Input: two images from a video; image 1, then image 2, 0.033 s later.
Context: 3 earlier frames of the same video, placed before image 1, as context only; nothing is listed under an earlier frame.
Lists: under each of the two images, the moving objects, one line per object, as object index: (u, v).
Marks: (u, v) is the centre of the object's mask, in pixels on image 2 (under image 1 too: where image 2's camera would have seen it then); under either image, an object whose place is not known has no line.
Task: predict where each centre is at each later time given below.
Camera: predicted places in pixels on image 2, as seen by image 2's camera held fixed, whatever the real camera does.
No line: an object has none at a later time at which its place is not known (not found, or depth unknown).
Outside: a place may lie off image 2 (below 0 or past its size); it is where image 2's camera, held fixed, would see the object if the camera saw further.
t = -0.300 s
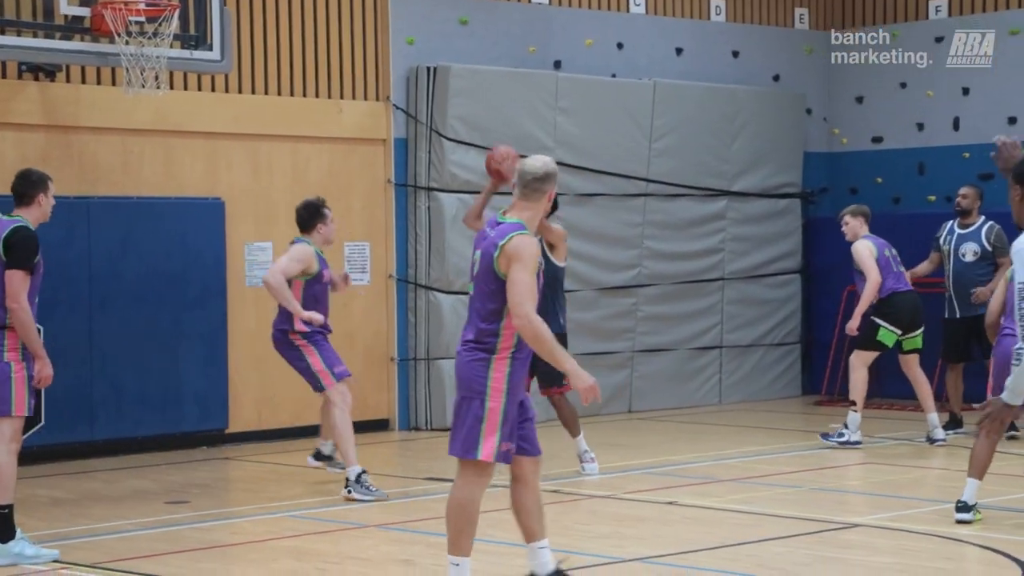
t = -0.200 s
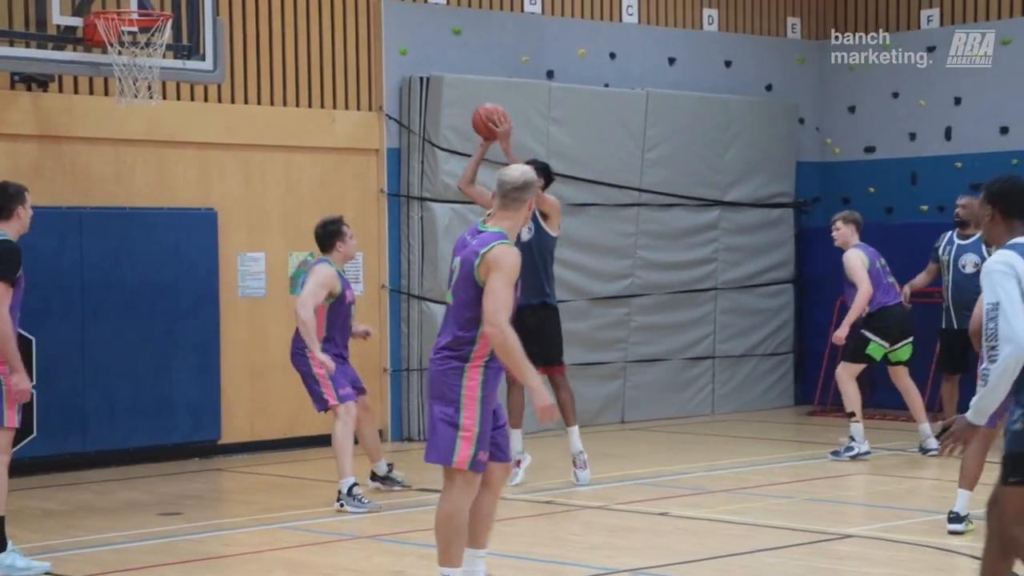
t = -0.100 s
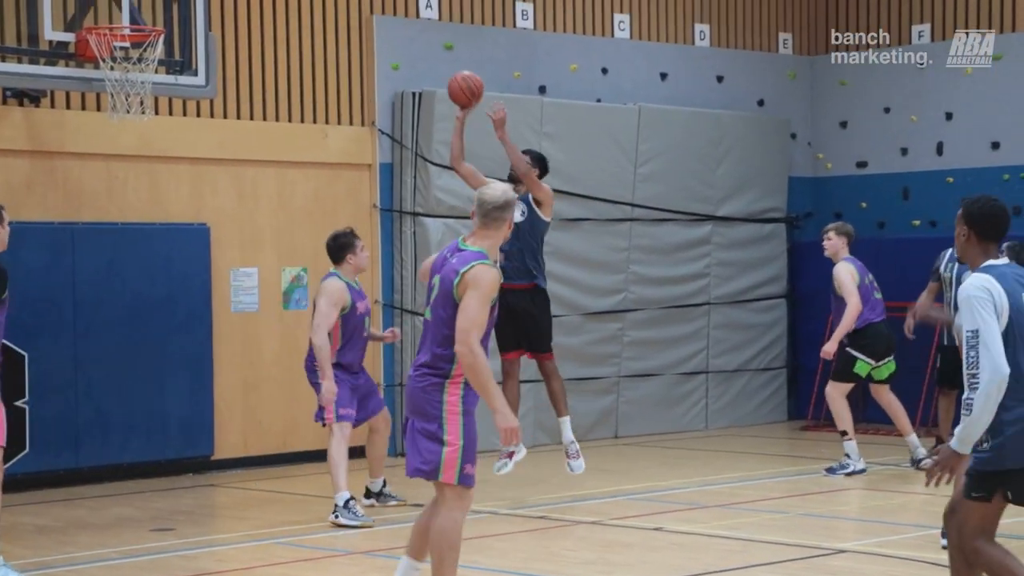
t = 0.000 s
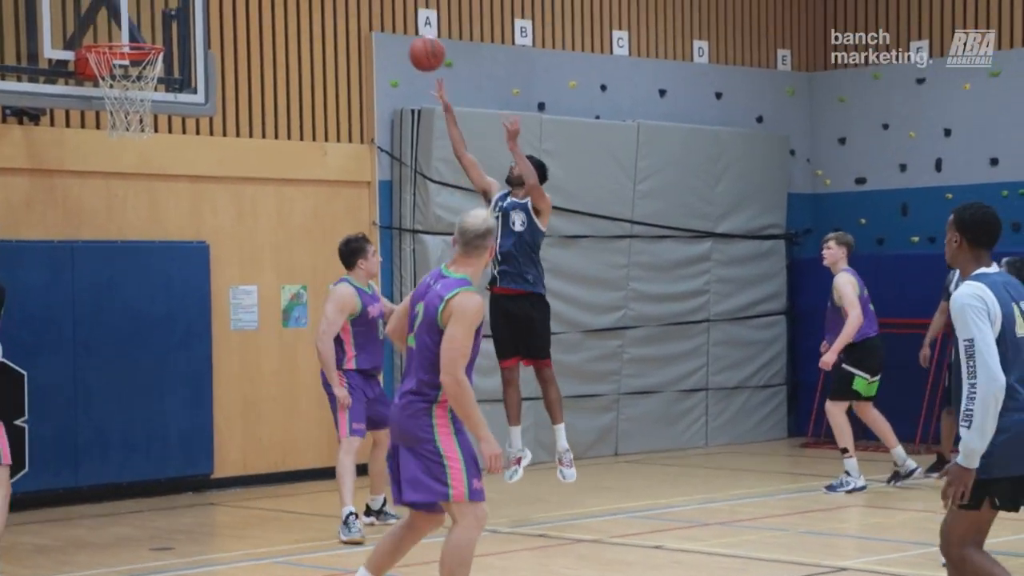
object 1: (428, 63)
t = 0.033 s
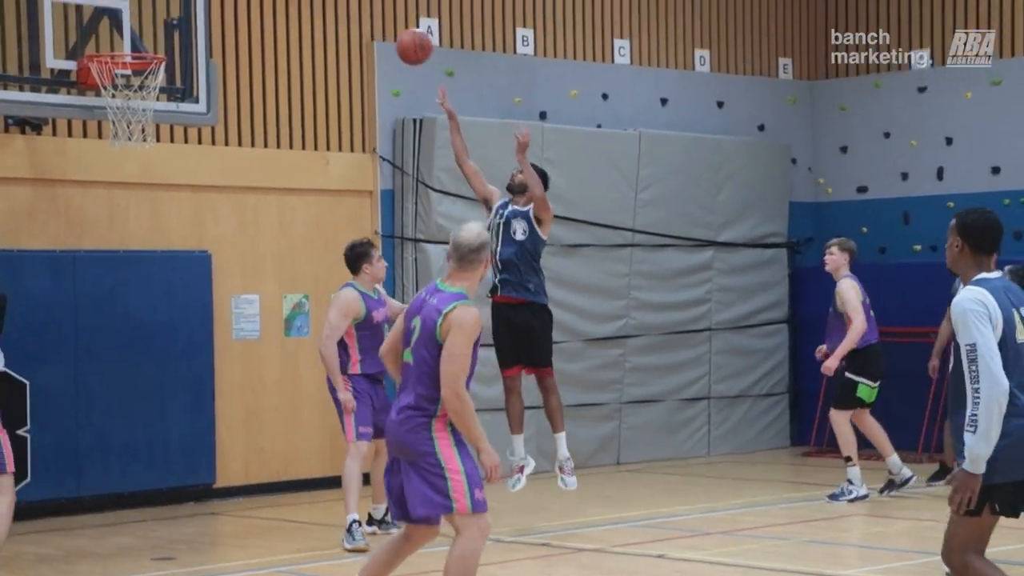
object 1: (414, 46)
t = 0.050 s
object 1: (407, 39)
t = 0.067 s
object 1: (400, 32)
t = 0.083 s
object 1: (392, 26)
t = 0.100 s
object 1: (384, 20)
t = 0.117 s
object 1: (378, 14)
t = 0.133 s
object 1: (370, 9)
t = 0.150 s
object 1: (362, 4)
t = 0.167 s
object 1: (354, -1)
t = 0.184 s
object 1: (347, -5)
